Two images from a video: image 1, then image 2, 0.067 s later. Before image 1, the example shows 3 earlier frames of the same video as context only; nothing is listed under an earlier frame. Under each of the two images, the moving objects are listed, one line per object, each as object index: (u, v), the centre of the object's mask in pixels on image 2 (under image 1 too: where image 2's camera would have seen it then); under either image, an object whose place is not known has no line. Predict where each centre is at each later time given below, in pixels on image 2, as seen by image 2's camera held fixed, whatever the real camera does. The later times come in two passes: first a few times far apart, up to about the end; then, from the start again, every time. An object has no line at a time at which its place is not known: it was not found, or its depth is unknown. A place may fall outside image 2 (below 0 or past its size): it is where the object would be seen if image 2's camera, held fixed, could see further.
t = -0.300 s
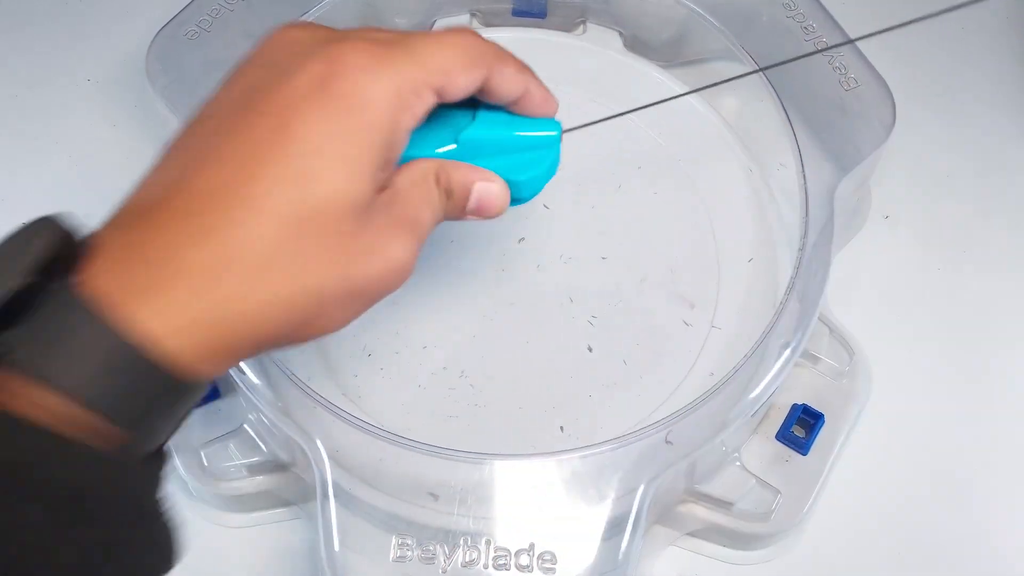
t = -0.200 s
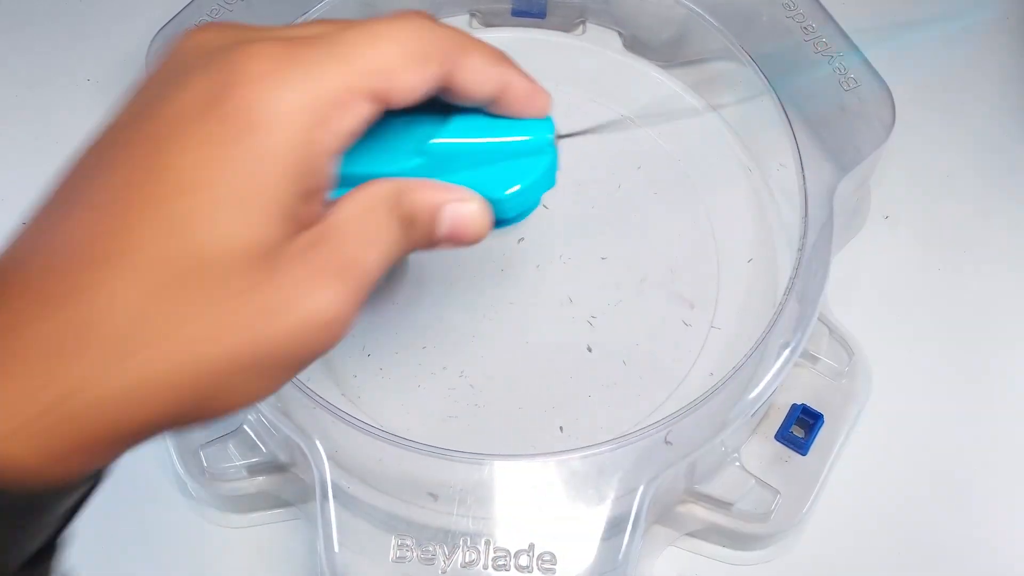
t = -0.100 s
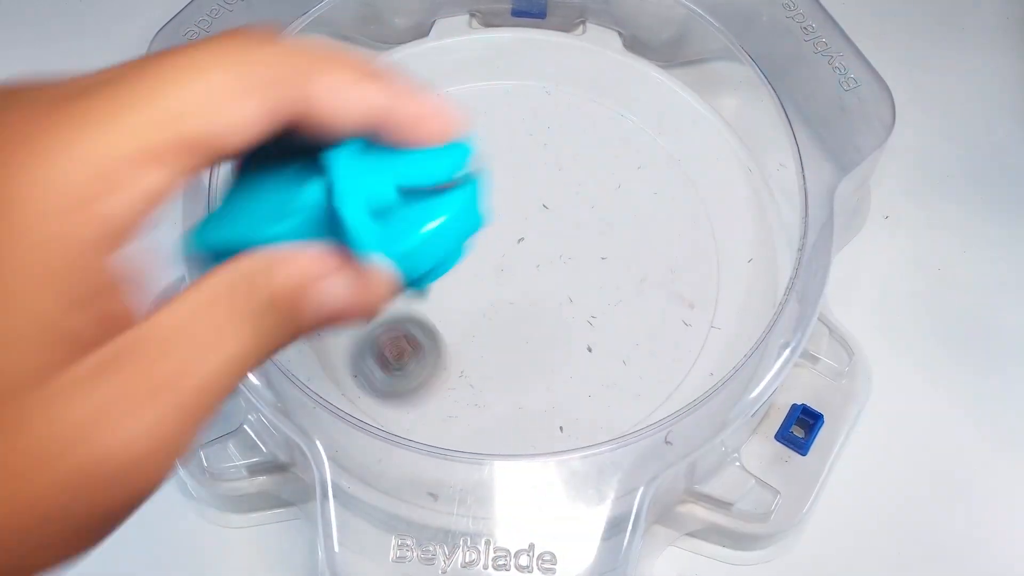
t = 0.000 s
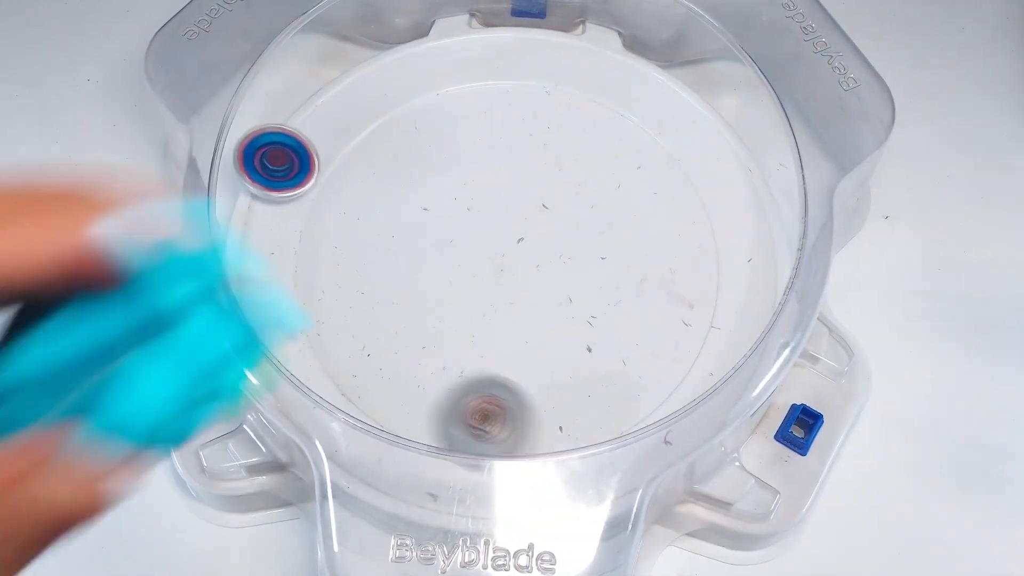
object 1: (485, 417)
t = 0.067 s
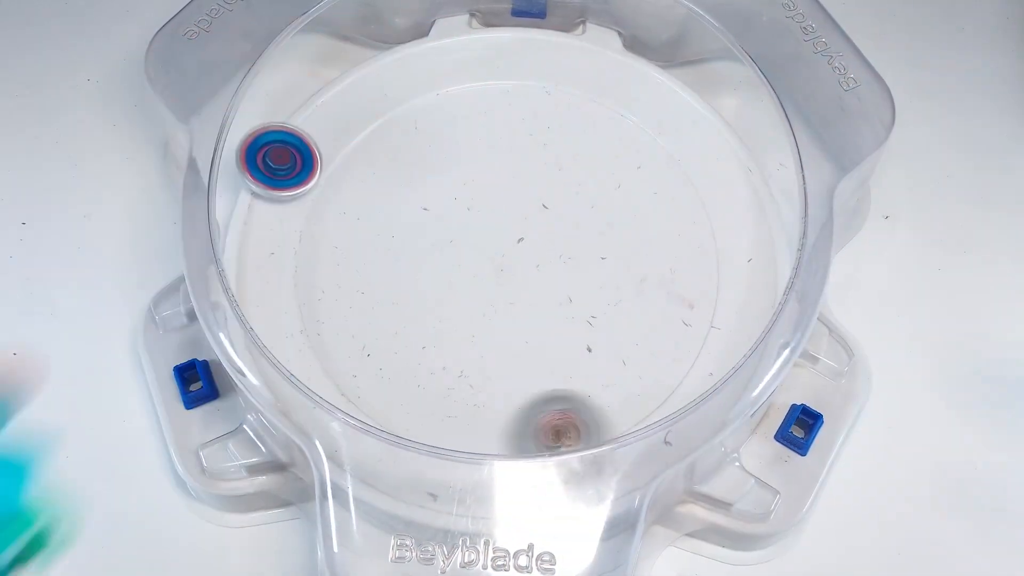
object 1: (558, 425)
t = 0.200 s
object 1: (674, 360)
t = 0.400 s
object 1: (655, 200)
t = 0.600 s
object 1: (573, 169)
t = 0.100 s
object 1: (592, 417)
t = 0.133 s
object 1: (623, 400)
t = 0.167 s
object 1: (650, 382)
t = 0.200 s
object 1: (674, 360)
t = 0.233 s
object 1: (694, 334)
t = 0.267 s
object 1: (703, 304)
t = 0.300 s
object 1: (703, 276)
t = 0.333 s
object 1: (694, 247)
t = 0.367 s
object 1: (677, 221)
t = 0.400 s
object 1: (655, 200)
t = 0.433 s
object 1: (629, 184)
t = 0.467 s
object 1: (601, 173)
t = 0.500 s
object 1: (570, 166)
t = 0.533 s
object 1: (537, 165)
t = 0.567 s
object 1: (531, 166)
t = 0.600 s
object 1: (573, 169)
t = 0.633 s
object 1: (614, 183)
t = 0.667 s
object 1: (658, 211)
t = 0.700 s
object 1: (697, 251)
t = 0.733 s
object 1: (732, 294)
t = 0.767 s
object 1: (748, 280)
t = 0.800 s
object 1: (754, 272)
